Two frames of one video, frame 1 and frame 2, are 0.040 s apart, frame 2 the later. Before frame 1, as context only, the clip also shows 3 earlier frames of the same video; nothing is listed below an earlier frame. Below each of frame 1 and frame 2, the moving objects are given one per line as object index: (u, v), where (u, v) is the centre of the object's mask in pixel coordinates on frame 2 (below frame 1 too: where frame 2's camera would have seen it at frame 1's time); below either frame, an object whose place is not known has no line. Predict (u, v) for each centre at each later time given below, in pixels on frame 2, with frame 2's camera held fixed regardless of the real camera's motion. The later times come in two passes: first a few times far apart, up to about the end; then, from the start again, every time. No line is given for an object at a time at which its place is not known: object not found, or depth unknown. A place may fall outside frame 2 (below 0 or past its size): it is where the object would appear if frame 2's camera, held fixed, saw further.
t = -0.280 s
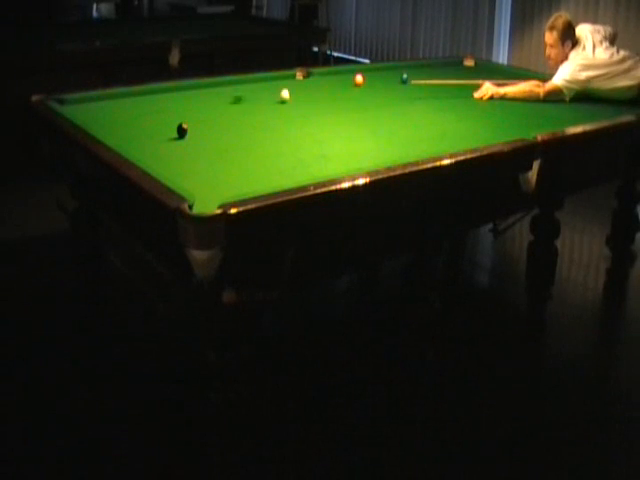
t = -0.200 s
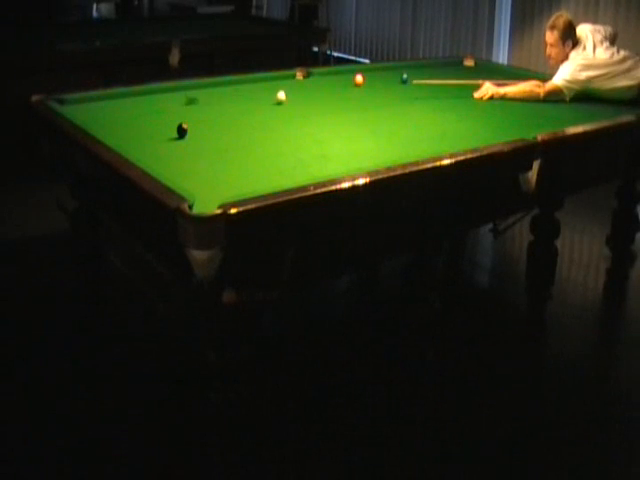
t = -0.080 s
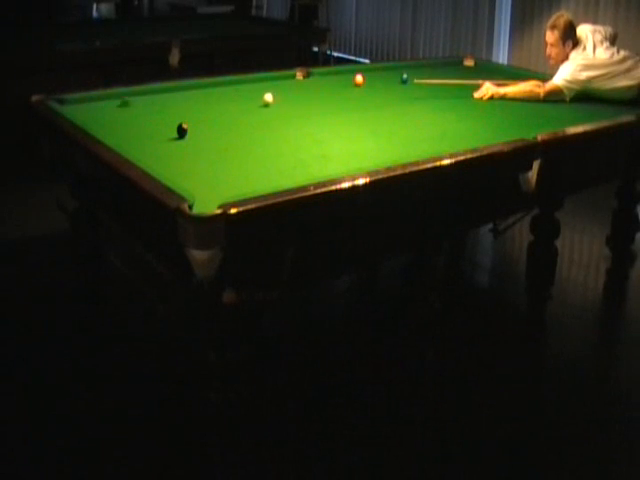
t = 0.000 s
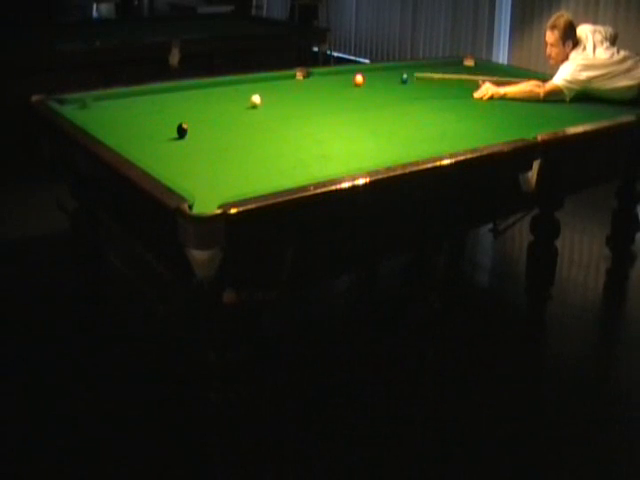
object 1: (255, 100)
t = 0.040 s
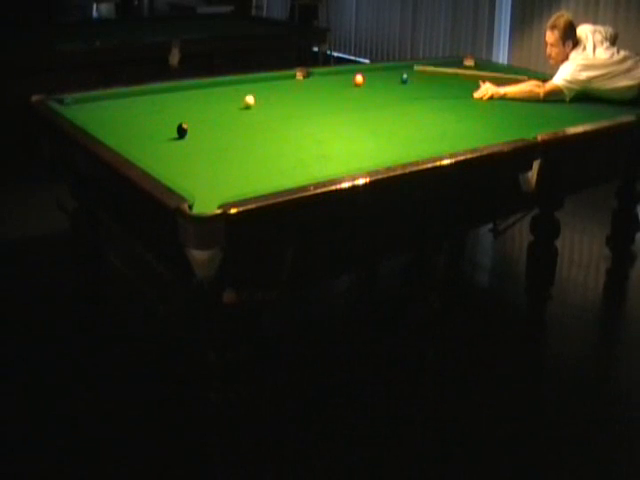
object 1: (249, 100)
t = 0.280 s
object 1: (210, 105)
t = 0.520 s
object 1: (169, 111)
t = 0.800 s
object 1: (120, 118)
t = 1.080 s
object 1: (101, 119)
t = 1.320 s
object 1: (128, 115)
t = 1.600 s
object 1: (158, 110)
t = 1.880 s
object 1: (186, 107)
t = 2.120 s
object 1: (207, 104)
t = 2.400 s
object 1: (229, 101)
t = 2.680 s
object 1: (249, 98)
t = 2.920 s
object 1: (265, 96)
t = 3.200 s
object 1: (281, 94)
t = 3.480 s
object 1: (295, 92)
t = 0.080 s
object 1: (242, 101)
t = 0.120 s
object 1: (236, 102)
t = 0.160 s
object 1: (229, 103)
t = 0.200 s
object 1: (223, 104)
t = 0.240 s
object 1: (216, 105)
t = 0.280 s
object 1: (210, 105)
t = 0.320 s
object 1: (203, 106)
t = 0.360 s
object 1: (197, 107)
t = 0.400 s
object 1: (190, 108)
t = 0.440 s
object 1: (183, 109)
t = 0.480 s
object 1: (176, 110)
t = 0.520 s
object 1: (169, 111)
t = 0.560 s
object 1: (162, 111)
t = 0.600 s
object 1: (155, 112)
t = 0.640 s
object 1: (148, 113)
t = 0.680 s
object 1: (141, 114)
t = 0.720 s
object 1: (134, 116)
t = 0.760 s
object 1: (126, 117)
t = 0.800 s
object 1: (120, 118)
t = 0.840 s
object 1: (112, 118)
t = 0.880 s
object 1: (105, 119)
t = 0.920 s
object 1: (98, 120)
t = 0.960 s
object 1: (92, 120)
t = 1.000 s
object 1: (91, 120)
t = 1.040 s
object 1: (96, 120)
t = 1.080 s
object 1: (101, 119)
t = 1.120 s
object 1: (105, 119)
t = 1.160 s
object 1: (110, 118)
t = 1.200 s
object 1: (115, 117)
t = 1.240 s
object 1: (119, 116)
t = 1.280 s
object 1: (124, 115)
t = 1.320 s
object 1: (128, 115)
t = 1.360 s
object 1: (133, 114)
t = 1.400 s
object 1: (137, 114)
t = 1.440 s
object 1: (142, 113)
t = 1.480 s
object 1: (146, 113)
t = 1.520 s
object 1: (150, 112)
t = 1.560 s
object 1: (154, 111)
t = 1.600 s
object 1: (158, 110)
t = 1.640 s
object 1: (163, 110)
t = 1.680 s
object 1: (167, 109)
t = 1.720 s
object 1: (170, 109)
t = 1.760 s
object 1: (174, 108)
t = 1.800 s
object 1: (178, 108)
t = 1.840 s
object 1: (182, 107)
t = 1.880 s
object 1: (186, 107)
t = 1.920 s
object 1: (189, 106)
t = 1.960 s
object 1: (193, 106)
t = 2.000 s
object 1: (197, 105)
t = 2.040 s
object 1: (200, 105)
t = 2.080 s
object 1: (203, 104)
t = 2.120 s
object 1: (207, 104)
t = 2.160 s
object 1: (210, 103)
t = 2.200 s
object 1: (214, 103)
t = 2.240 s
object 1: (217, 102)
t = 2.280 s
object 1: (220, 102)
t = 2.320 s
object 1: (223, 102)
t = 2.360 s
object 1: (227, 101)
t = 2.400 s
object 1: (229, 101)
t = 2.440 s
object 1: (232, 100)
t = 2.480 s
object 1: (235, 100)
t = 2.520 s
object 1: (238, 100)
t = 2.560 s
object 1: (241, 99)
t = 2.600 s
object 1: (244, 99)
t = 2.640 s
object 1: (247, 98)
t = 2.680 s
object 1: (249, 98)
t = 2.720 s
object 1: (252, 98)
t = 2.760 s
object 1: (254, 97)
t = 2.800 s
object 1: (257, 97)
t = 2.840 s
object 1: (260, 97)
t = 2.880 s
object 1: (262, 96)
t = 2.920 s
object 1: (265, 96)
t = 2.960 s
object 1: (267, 95)
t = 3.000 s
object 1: (270, 95)
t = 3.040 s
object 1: (272, 95)
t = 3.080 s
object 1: (274, 94)
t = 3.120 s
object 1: (277, 94)
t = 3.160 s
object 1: (279, 94)
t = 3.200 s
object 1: (281, 94)
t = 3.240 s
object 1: (283, 93)
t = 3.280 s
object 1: (286, 93)
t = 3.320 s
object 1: (287, 93)
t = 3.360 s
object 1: (290, 93)
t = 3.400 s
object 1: (292, 92)
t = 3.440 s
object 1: (294, 92)
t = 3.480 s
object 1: (295, 92)
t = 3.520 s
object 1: (298, 92)
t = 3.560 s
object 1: (300, 91)
